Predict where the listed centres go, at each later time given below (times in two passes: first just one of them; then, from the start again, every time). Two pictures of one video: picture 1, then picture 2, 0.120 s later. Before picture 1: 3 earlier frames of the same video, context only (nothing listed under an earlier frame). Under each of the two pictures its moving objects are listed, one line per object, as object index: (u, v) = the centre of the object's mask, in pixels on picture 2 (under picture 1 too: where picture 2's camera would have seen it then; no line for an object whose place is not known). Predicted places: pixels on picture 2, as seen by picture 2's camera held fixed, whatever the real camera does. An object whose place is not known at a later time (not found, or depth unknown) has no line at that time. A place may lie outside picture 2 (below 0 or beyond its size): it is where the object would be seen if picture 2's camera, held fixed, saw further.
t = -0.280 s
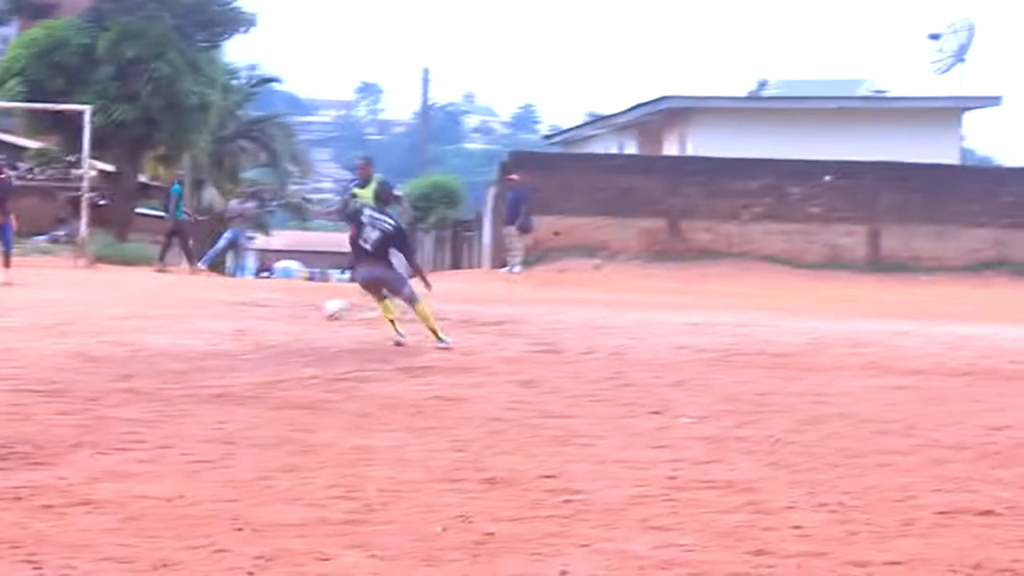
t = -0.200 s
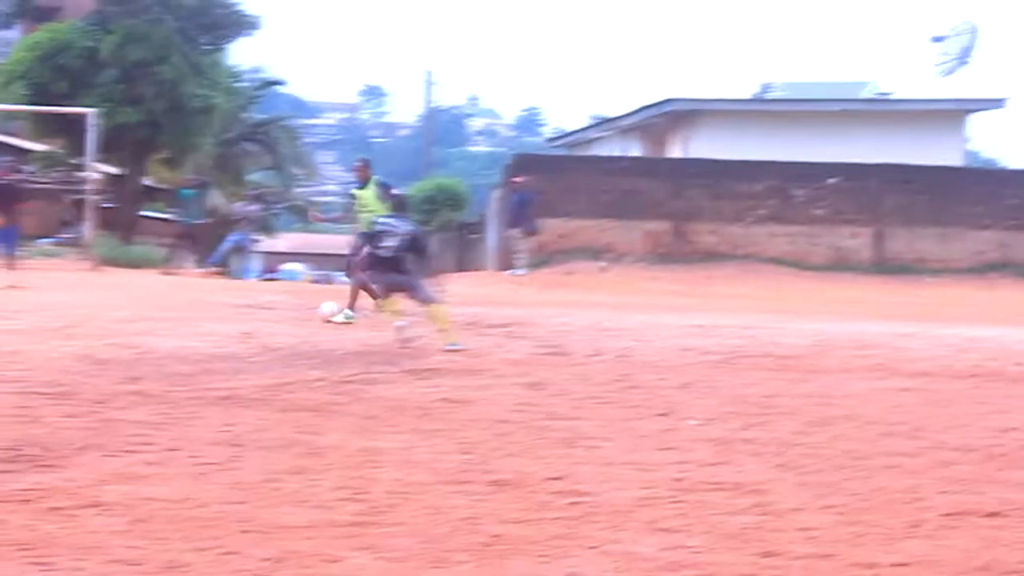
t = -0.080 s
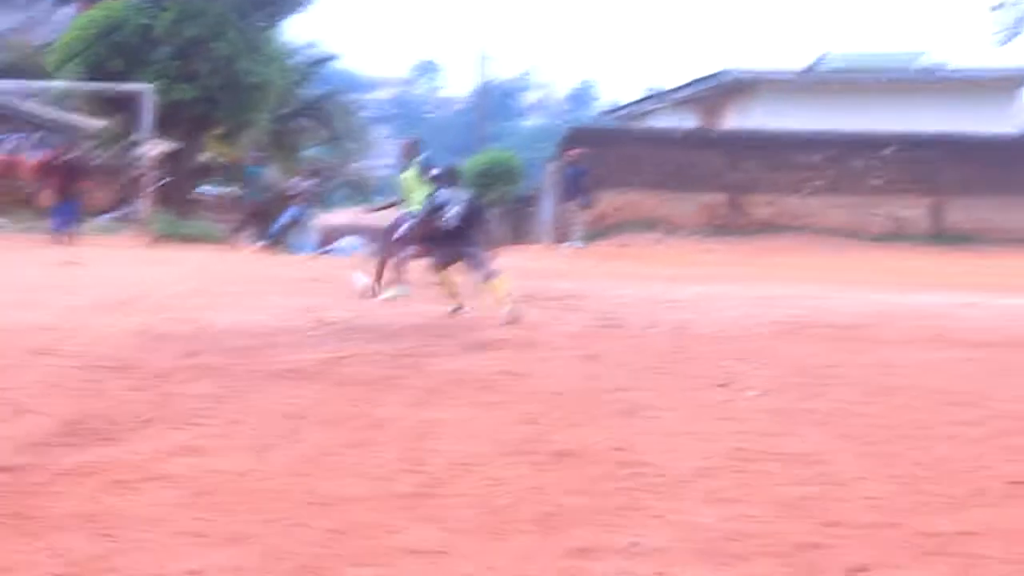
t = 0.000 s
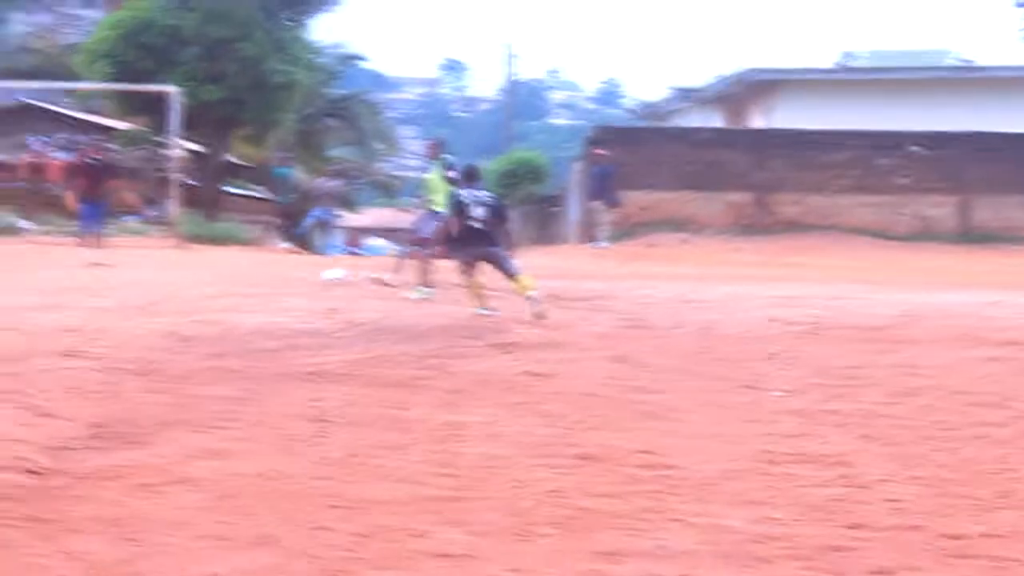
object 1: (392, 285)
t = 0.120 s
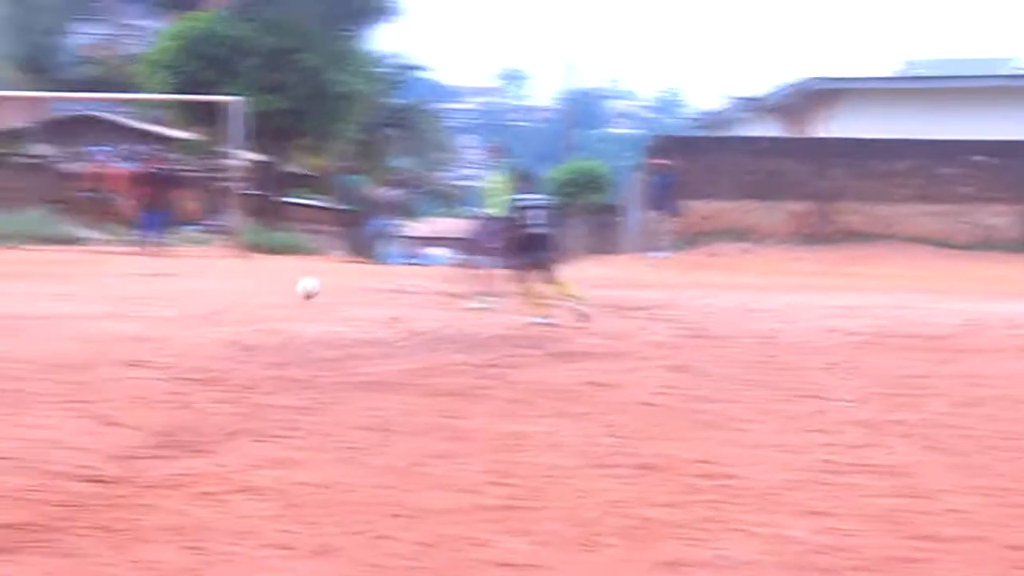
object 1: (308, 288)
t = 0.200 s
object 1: (247, 295)
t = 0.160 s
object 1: (278, 290)
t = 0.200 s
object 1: (247, 295)
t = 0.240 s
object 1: (215, 302)
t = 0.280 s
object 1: (184, 308)
